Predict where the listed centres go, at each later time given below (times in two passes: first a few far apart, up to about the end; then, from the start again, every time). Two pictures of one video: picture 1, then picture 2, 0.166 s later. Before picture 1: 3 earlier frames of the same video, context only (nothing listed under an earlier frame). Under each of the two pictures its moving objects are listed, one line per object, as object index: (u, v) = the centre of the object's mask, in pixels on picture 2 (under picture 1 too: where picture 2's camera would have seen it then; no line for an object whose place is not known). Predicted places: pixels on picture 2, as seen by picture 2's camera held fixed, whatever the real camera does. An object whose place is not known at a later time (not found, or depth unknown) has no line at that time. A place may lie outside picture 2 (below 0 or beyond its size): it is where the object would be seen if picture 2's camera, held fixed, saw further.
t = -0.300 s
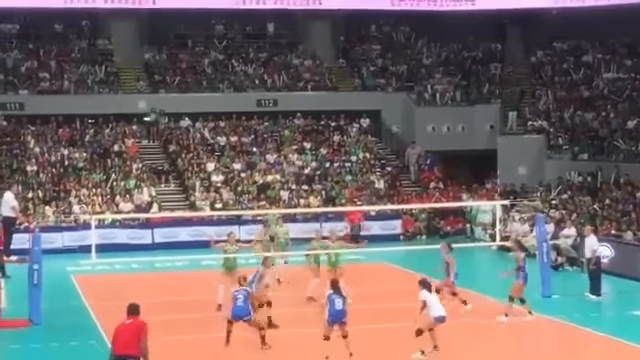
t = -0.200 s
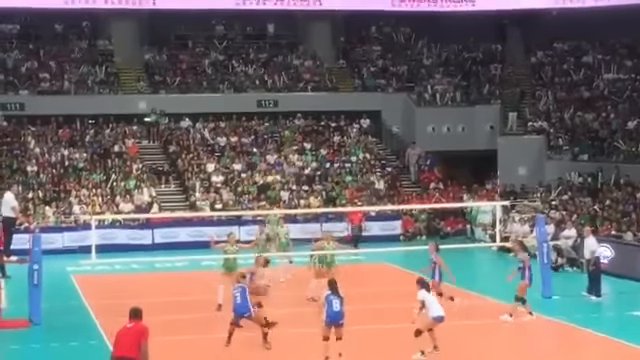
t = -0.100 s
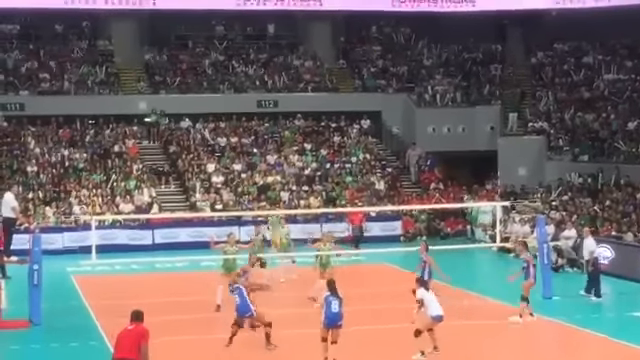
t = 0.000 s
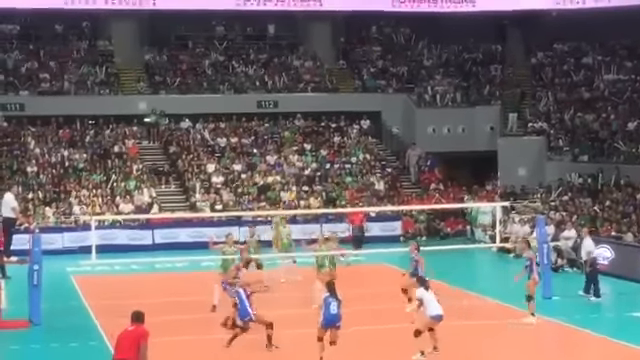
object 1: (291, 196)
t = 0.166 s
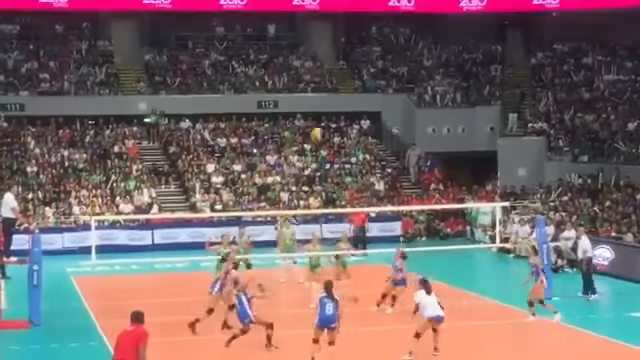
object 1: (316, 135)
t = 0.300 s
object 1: (334, 96)
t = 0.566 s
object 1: (374, 49)
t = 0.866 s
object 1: (418, 40)
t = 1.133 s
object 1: (457, 72)
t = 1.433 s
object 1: (498, 148)
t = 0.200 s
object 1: (321, 122)
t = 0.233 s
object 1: (325, 114)
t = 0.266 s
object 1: (330, 105)
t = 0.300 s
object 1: (334, 96)
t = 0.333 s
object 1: (340, 88)
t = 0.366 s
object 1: (345, 81)
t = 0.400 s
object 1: (350, 73)
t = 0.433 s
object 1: (355, 68)
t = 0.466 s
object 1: (360, 62)
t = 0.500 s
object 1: (364, 57)
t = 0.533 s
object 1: (369, 53)
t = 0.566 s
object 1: (374, 49)
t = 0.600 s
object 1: (379, 46)
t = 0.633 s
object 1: (384, 43)
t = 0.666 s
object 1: (390, 41)
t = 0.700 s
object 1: (395, 39)
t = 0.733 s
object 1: (399, 38)
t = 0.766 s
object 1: (404, 38)
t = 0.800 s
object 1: (409, 38)
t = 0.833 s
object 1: (414, 39)
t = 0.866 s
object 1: (418, 40)
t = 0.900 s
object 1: (423, 41)
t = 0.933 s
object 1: (429, 44)
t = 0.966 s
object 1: (434, 47)
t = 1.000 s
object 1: (438, 51)
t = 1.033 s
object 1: (443, 56)
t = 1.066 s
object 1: (447, 60)
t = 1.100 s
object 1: (452, 66)
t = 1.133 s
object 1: (457, 72)
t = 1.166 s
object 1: (462, 78)
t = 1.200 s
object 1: (466, 85)
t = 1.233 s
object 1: (472, 92)
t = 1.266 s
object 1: (476, 101)
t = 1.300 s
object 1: (480, 109)
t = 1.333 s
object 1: (485, 118)
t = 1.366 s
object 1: (489, 127)
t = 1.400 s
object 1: (493, 137)
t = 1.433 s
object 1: (498, 148)
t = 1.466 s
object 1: (501, 158)
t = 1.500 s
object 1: (508, 171)
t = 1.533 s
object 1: (511, 183)
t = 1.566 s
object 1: (516, 196)
